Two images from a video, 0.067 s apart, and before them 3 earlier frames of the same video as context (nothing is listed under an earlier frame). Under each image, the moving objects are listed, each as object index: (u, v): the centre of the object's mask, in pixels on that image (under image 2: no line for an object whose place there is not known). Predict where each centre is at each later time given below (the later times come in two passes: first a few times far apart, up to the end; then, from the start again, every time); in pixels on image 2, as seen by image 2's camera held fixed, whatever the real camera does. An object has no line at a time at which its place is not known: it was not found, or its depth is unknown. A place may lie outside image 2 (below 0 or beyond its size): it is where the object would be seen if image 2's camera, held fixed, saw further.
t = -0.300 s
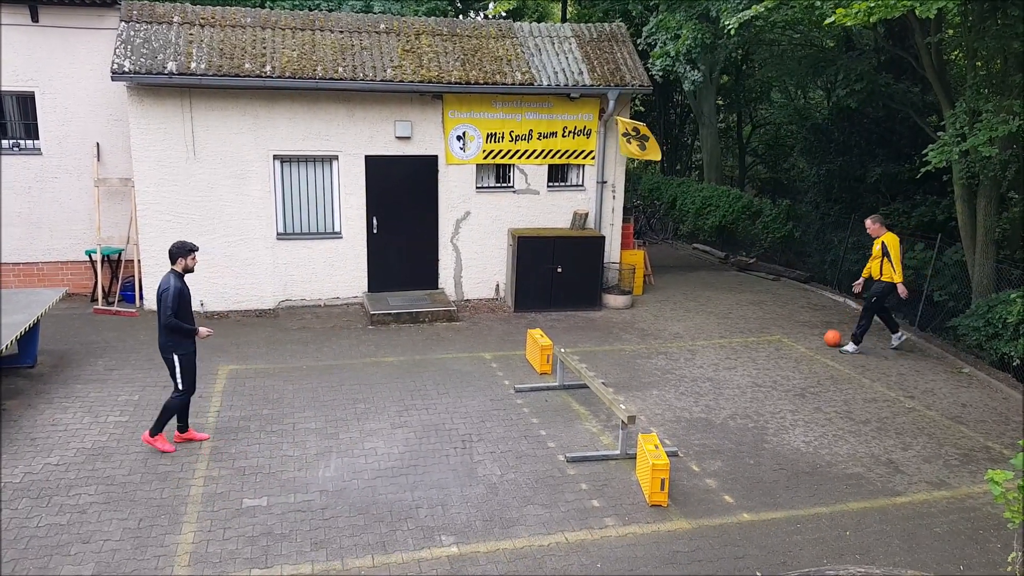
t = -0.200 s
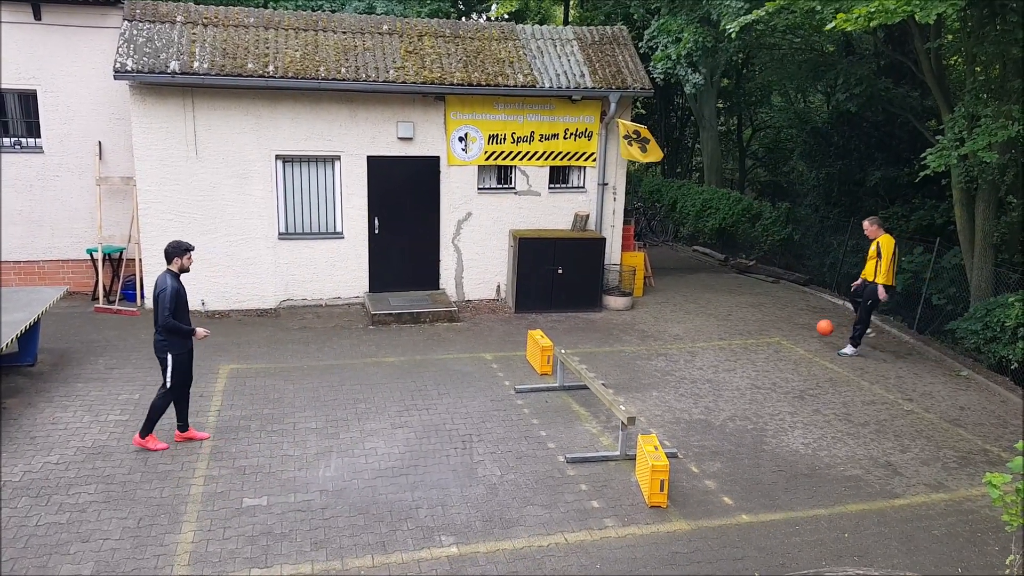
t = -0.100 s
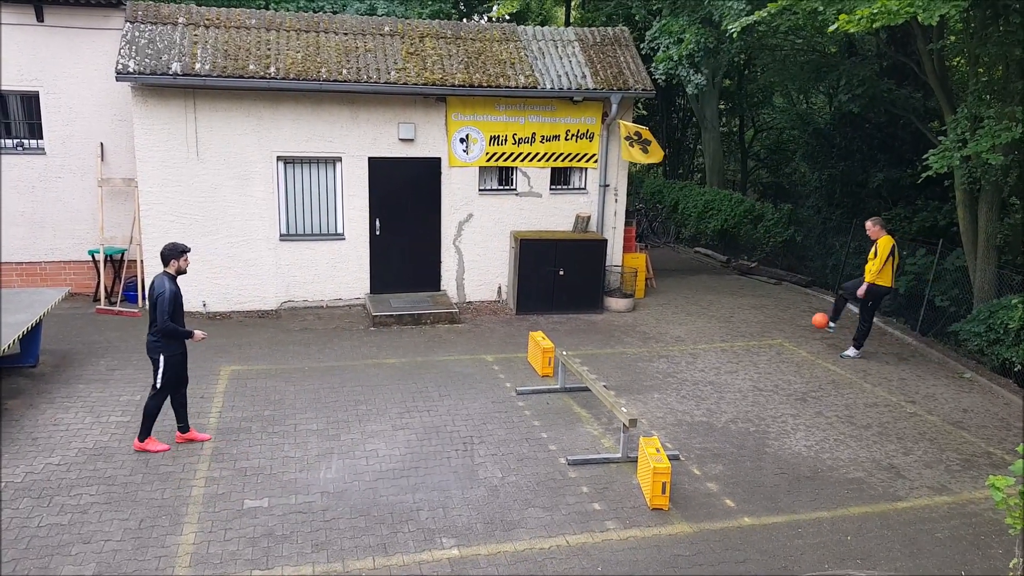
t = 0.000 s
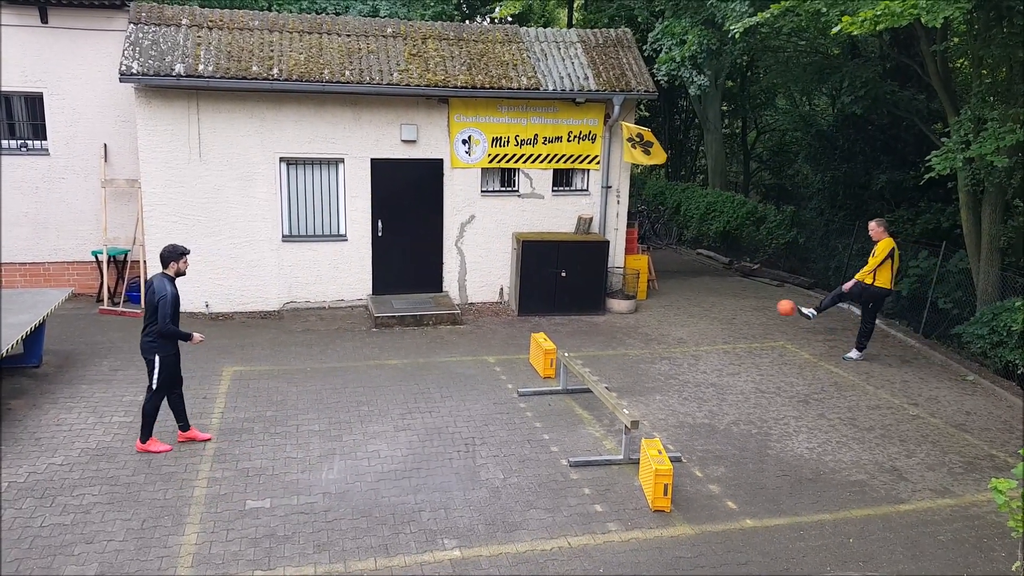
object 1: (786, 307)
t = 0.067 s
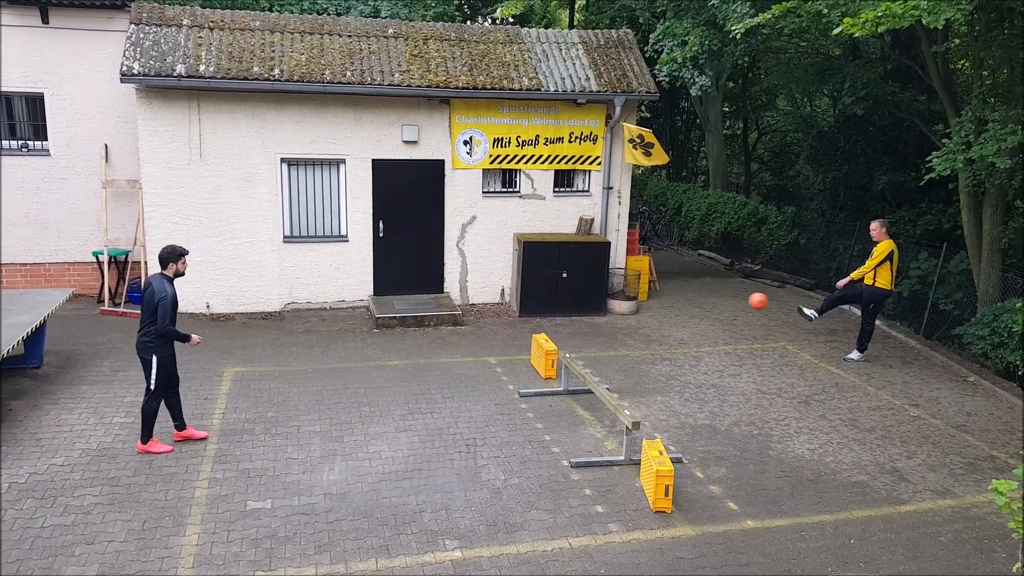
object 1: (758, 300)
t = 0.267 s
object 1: (662, 297)
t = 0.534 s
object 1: (518, 343)
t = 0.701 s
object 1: (431, 376)
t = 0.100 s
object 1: (743, 298)
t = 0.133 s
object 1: (727, 296)
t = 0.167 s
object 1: (711, 295)
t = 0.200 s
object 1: (695, 295)
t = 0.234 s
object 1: (679, 295)
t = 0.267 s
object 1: (662, 297)
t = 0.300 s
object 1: (645, 300)
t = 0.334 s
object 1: (628, 302)
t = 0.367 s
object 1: (609, 307)
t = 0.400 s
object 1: (592, 312)
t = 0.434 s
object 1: (574, 318)
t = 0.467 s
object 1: (555, 326)
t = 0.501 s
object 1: (536, 334)
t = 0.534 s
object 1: (518, 343)
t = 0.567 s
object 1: (499, 354)
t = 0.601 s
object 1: (479, 366)
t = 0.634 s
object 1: (459, 379)
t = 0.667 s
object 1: (443, 384)
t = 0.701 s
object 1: (431, 376)
